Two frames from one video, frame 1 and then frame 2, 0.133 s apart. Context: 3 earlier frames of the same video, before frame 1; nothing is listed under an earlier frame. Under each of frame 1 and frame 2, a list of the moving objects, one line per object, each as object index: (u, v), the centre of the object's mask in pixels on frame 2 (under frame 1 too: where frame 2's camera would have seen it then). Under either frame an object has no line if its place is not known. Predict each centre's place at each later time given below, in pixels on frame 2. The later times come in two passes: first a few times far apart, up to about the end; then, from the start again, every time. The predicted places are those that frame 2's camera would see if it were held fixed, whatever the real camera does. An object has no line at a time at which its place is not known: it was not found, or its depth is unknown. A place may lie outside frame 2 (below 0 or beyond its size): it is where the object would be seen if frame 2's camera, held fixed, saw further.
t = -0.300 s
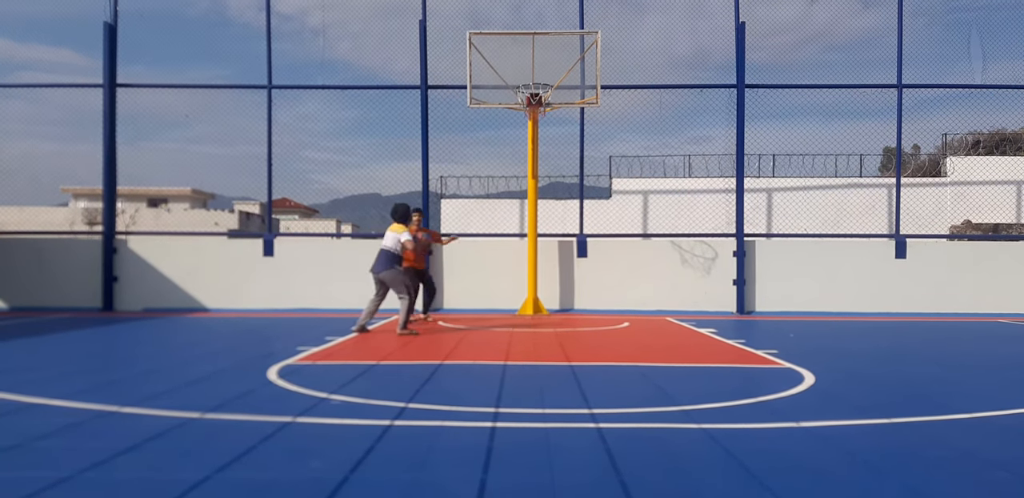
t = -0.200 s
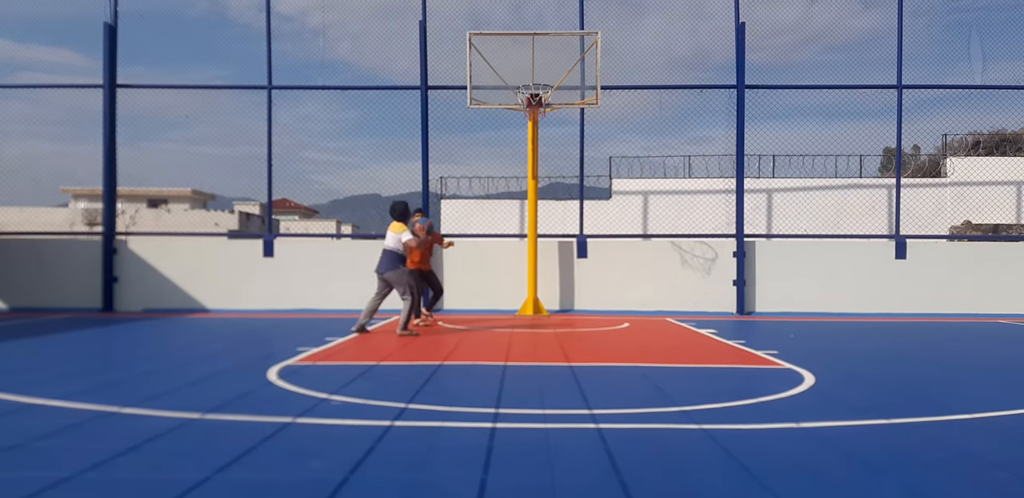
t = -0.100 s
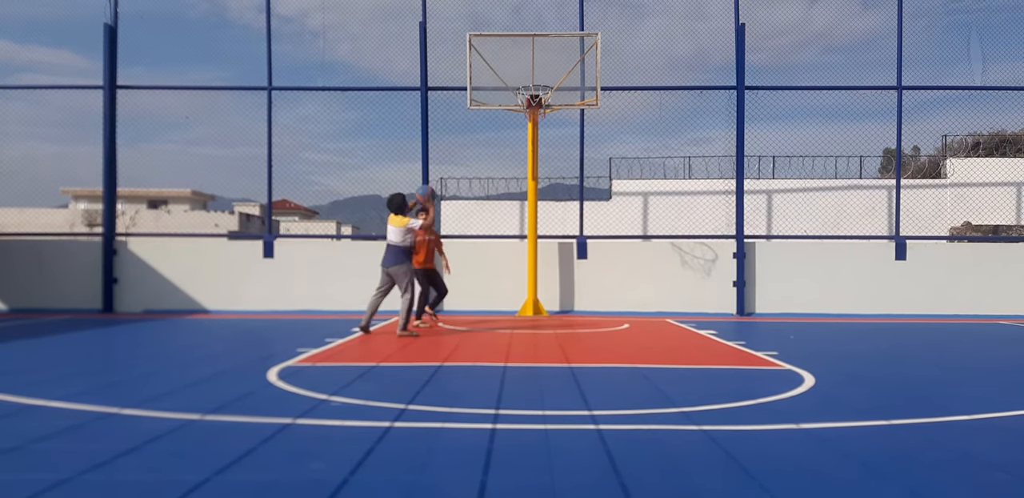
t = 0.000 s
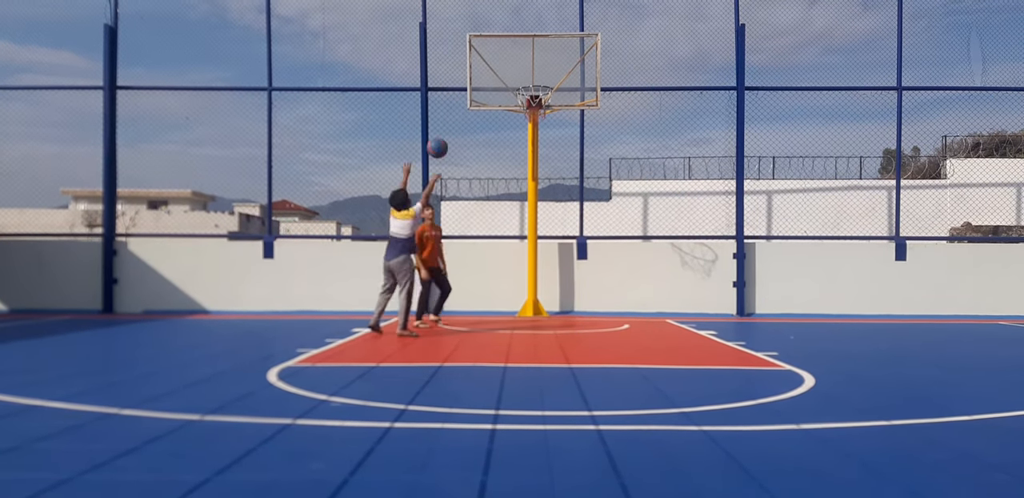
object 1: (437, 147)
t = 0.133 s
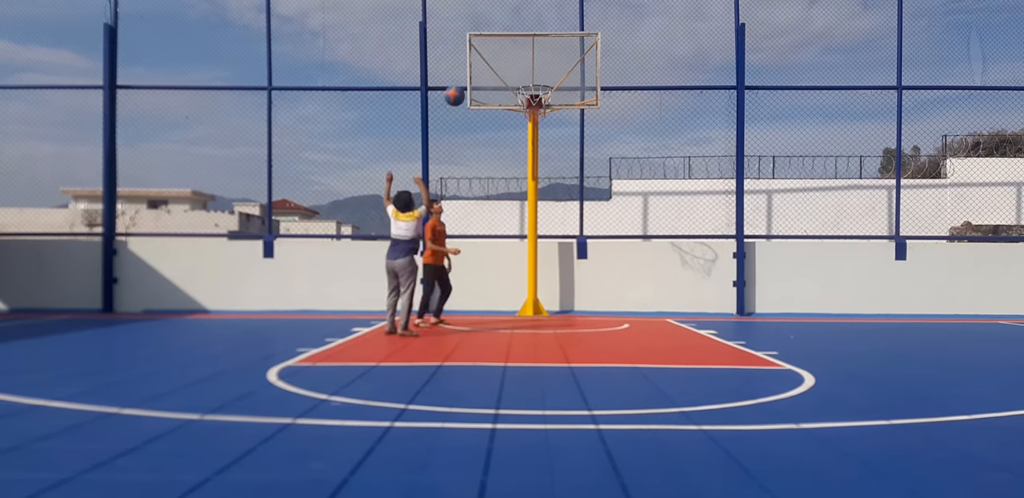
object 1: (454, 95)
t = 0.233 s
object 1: (466, 68)
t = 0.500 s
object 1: (497, 36)
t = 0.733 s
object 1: (521, 54)
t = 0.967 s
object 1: (537, 69)
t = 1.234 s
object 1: (548, 81)
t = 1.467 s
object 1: (537, 79)
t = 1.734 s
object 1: (530, 82)
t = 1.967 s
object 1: (543, 115)
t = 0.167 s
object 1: (458, 85)
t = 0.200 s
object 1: (463, 76)
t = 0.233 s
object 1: (466, 68)
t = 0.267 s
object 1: (470, 60)
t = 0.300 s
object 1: (474, 54)
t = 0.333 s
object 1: (478, 49)
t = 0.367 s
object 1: (482, 44)
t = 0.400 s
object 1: (486, 41)
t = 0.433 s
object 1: (490, 38)
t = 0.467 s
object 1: (494, 37)
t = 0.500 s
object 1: (497, 36)
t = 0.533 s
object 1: (500, 36)
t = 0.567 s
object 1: (504, 37)
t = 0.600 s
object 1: (507, 39)
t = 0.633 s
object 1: (511, 41)
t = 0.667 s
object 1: (514, 45)
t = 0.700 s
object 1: (518, 49)
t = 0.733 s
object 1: (521, 54)
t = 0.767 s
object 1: (524, 60)
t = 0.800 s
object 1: (527, 67)
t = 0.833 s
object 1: (531, 74)
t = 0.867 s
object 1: (533, 76)
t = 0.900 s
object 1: (534, 73)
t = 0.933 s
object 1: (536, 70)
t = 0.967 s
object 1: (537, 69)
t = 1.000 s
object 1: (539, 68)
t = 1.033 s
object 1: (540, 67)
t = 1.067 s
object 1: (541, 68)
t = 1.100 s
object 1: (543, 69)
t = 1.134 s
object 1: (544, 72)
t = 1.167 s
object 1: (546, 75)
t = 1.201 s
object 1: (547, 79)
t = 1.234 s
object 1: (548, 81)
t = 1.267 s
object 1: (547, 79)
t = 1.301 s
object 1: (545, 77)
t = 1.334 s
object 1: (543, 76)
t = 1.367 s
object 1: (542, 76)
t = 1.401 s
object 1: (540, 76)
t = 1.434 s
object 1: (538, 77)
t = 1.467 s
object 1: (537, 79)
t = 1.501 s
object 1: (536, 80)
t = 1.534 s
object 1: (534, 82)
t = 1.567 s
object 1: (534, 82)
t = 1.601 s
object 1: (533, 81)
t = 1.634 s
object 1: (533, 81)
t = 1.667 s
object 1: (532, 81)
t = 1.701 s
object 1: (531, 82)
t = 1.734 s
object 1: (530, 82)
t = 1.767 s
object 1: (532, 85)
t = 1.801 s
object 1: (535, 88)
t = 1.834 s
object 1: (534, 92)
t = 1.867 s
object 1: (535, 97)
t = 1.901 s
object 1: (537, 103)
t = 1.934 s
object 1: (540, 109)
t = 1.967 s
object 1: (543, 115)
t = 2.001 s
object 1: (544, 122)
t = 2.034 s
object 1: (546, 131)
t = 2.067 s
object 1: (547, 139)
